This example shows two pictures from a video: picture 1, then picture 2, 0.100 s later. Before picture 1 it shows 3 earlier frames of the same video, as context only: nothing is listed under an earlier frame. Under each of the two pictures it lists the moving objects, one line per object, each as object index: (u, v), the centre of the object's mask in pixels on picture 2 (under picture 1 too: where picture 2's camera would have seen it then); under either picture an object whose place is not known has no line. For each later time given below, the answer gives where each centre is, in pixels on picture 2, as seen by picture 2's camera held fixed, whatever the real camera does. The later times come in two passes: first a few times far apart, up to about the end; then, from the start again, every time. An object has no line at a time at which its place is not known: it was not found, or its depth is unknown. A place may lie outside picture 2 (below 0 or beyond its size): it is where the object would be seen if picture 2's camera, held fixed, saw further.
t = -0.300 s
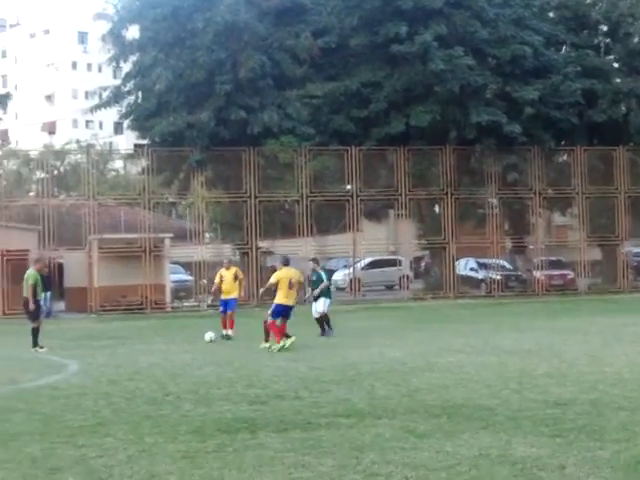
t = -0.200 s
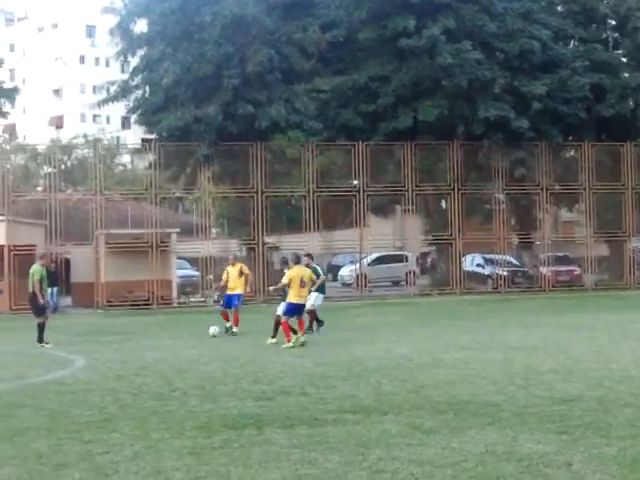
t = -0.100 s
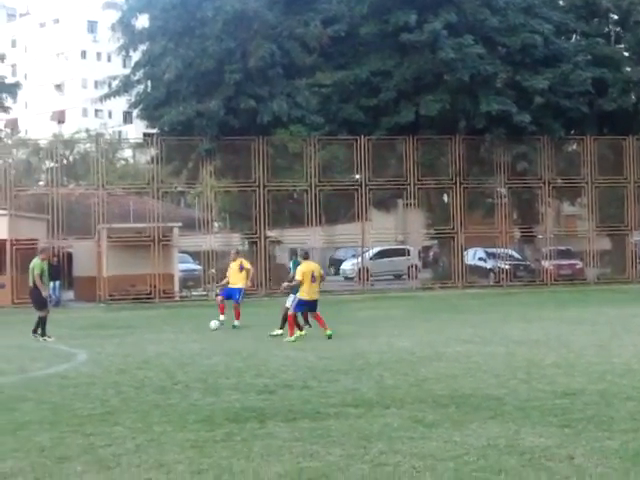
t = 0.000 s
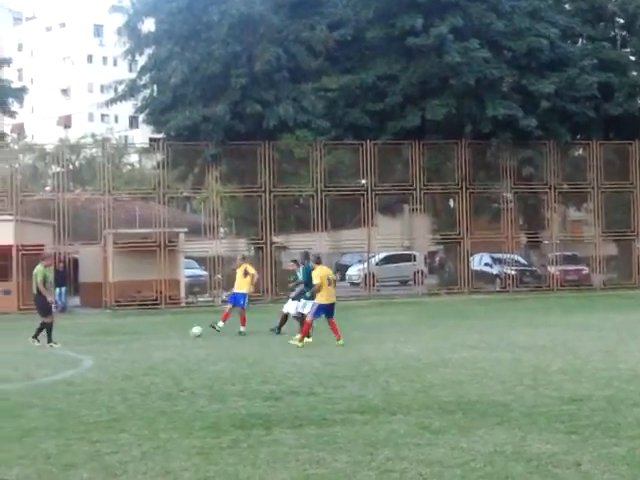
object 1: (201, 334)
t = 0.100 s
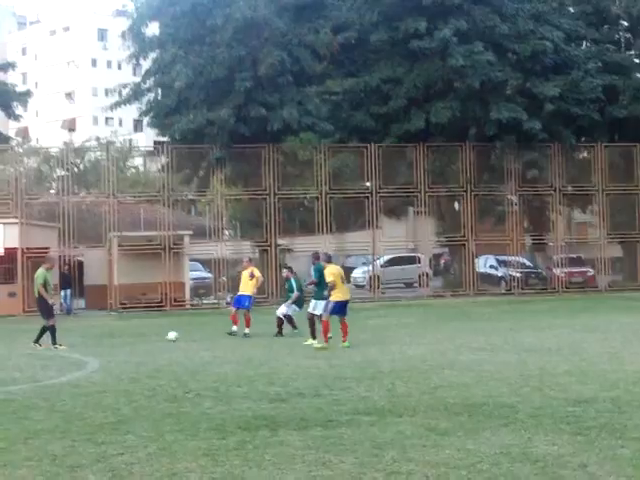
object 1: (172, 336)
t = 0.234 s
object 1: (137, 338)
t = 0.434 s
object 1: (86, 343)
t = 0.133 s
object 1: (163, 336)
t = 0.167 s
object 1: (154, 337)
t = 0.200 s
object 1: (146, 337)
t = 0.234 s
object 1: (137, 338)
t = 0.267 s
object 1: (128, 340)
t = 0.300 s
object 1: (118, 342)
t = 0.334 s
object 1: (110, 341)
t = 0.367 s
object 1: (103, 342)
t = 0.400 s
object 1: (95, 342)
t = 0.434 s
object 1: (86, 343)
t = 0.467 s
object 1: (79, 344)
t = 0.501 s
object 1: (72, 344)
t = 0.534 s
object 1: (63, 345)
